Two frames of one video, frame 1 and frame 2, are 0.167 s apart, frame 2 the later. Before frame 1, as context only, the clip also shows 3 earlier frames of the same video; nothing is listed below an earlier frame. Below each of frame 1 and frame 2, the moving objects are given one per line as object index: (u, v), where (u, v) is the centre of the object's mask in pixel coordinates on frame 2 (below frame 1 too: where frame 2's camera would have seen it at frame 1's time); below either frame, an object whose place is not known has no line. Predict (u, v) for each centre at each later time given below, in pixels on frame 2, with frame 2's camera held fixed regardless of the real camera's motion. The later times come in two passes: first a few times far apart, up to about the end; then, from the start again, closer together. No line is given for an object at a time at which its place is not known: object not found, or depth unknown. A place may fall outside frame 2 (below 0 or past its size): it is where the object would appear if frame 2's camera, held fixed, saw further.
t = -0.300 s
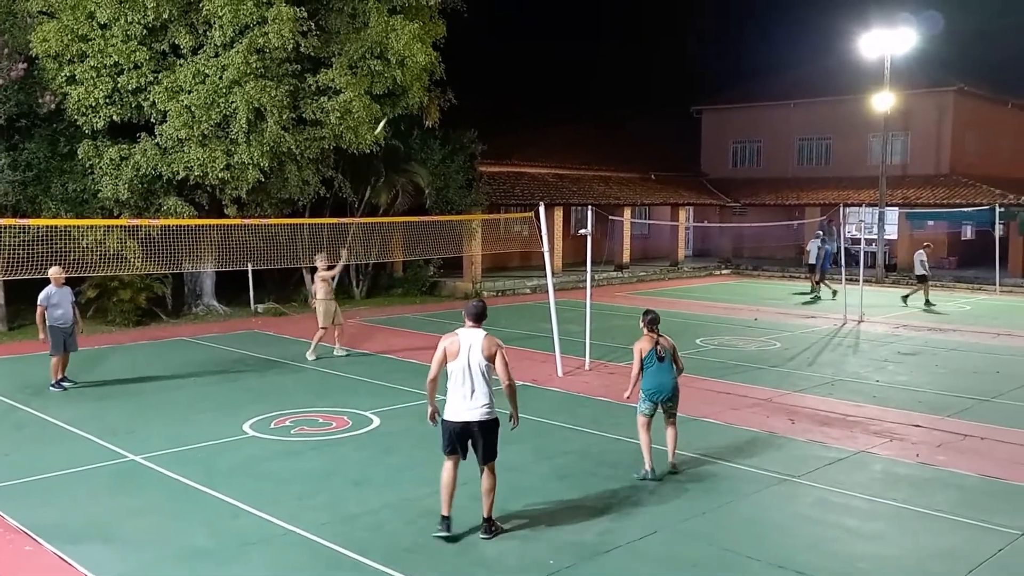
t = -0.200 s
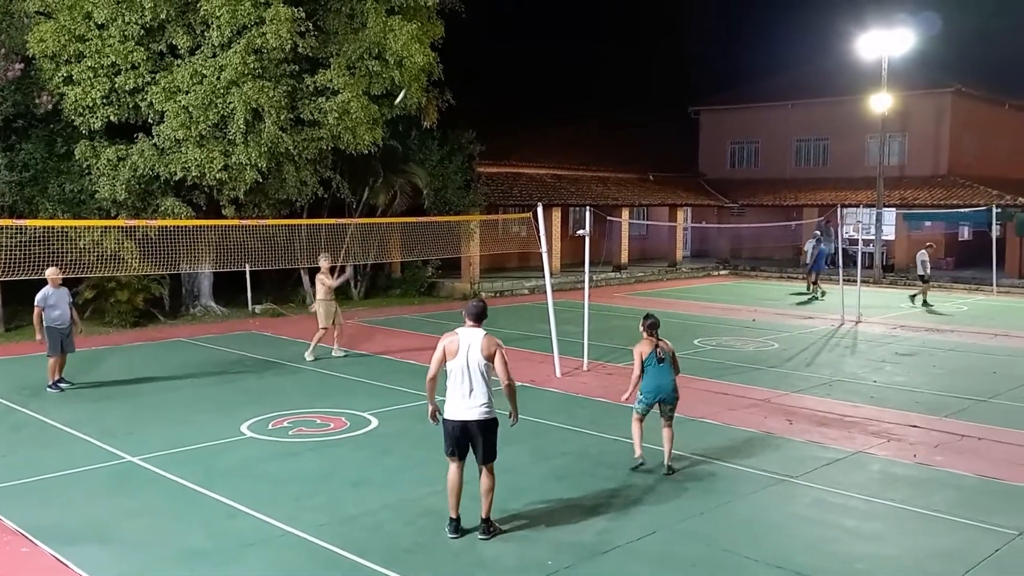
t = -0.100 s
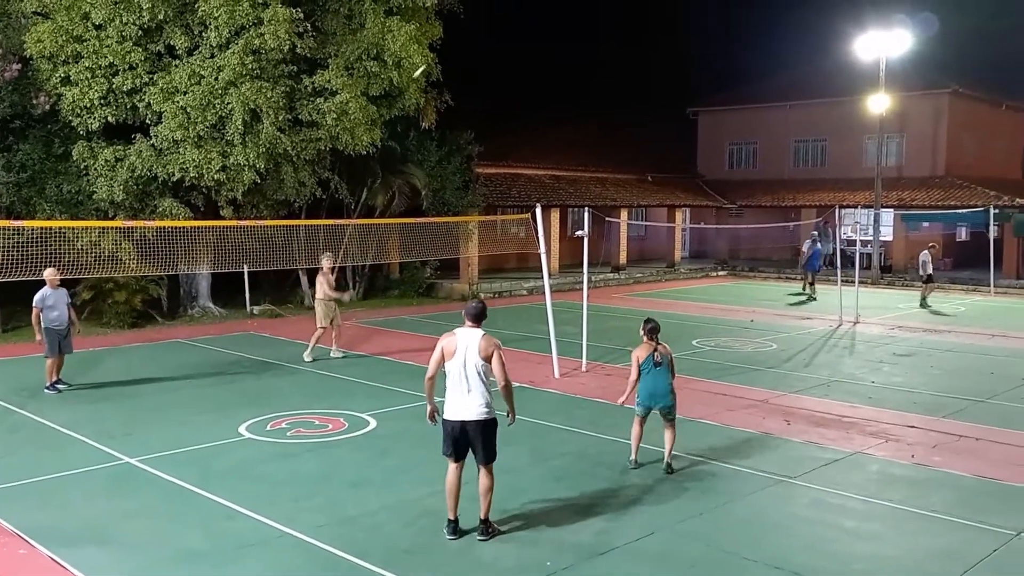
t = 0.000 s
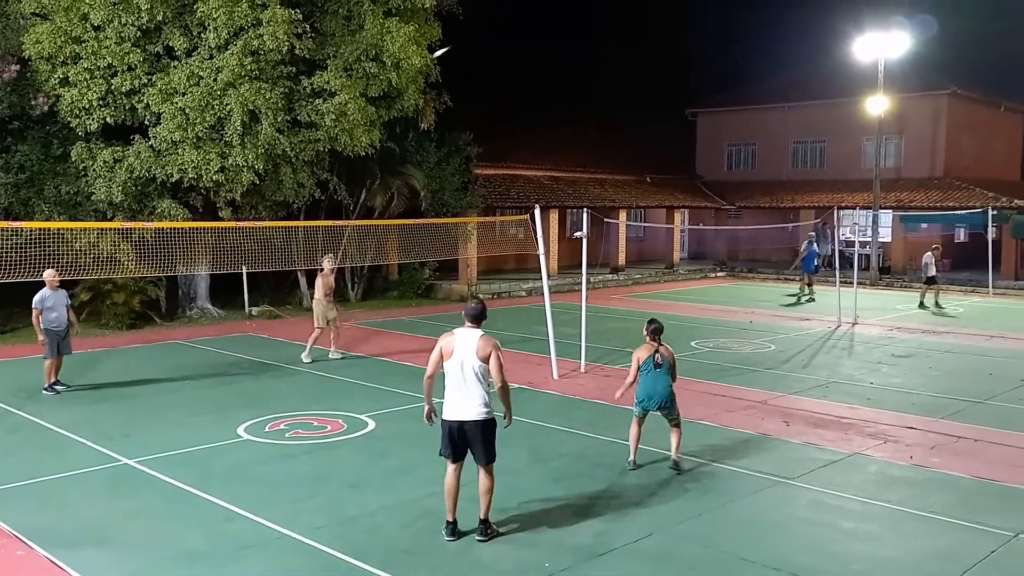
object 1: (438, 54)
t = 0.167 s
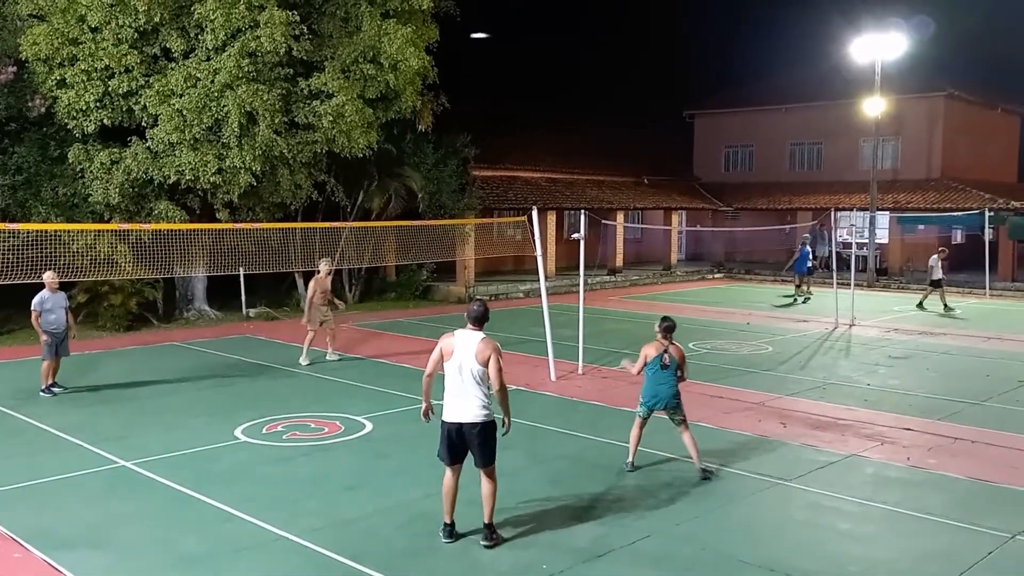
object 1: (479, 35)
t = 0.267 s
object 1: (505, 35)
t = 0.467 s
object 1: (563, 64)
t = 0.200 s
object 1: (488, 34)
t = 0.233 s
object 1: (496, 34)
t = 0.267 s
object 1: (505, 35)
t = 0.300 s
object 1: (514, 37)
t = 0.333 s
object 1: (523, 41)
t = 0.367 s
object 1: (533, 45)
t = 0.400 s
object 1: (542, 50)
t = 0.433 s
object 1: (552, 56)
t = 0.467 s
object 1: (563, 64)
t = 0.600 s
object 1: (602, 106)
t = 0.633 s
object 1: (612, 121)
